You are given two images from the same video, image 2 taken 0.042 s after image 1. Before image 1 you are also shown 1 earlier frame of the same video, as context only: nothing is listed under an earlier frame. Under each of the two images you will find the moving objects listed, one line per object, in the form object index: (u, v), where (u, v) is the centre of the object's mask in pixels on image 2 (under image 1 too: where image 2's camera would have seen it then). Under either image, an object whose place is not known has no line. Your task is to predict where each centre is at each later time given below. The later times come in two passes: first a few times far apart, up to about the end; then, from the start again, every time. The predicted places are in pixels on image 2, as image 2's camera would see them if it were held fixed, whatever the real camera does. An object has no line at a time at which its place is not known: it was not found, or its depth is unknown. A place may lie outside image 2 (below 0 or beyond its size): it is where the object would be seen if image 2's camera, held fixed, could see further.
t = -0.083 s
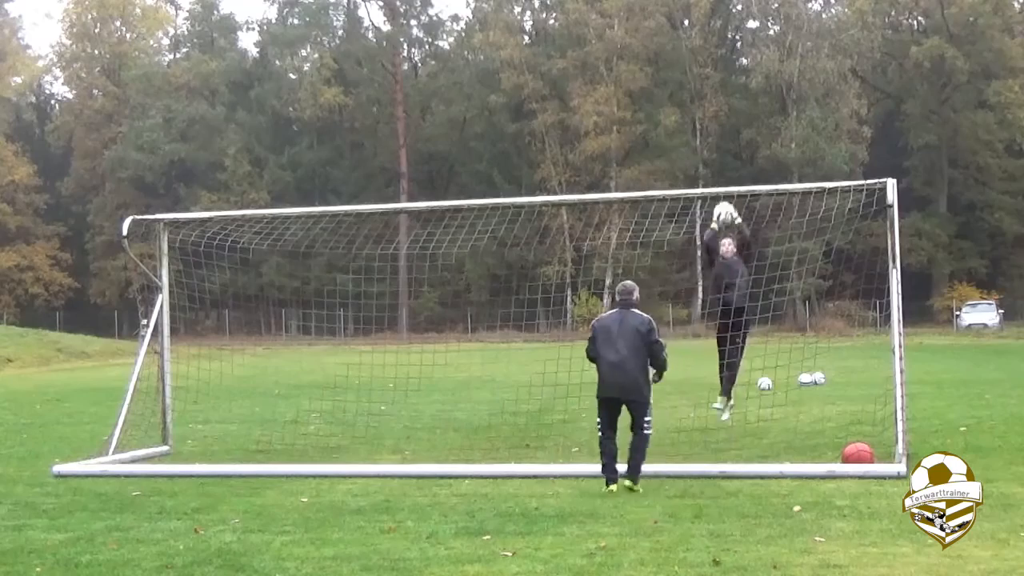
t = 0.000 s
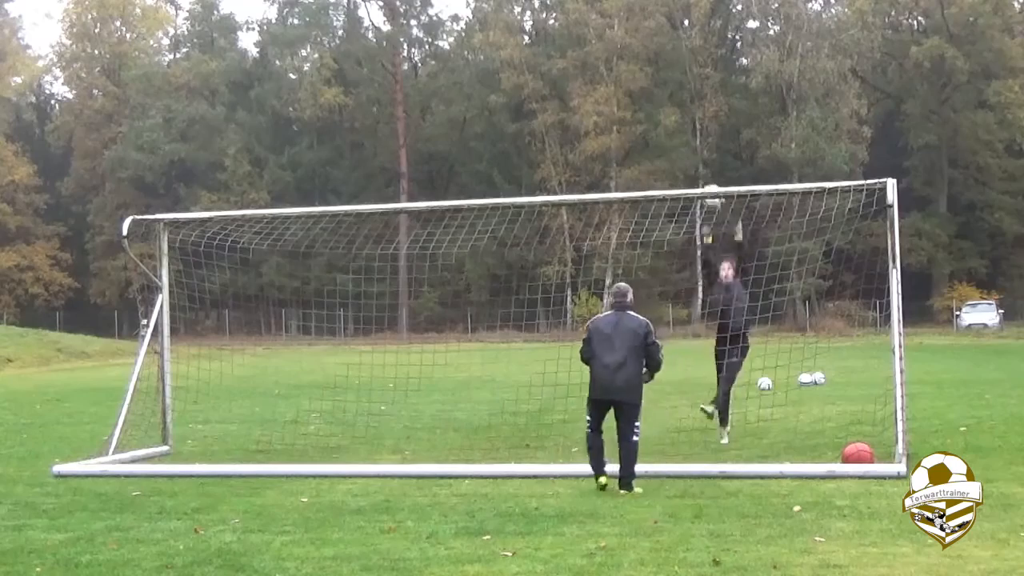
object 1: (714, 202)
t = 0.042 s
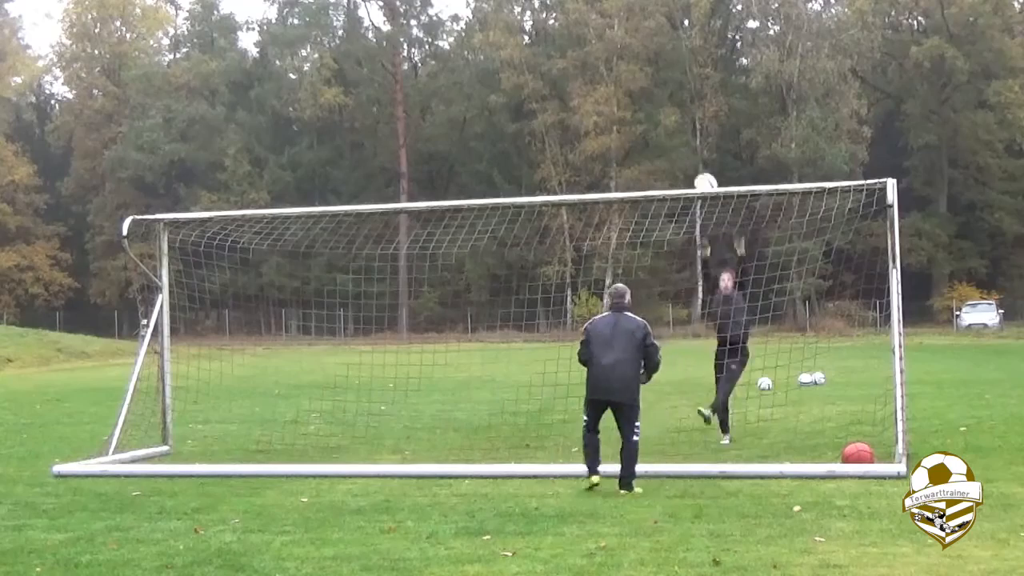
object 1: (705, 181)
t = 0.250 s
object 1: (670, 151)
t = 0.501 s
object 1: (626, 158)
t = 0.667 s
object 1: (595, 199)
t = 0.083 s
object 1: (699, 174)
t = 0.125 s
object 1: (691, 167)
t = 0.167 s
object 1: (684, 160)
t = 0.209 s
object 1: (678, 154)
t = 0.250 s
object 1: (670, 151)
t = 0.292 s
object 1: (663, 148)
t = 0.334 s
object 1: (656, 147)
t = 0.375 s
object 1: (648, 147)
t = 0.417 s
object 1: (641, 149)
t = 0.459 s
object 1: (633, 152)
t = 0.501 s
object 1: (626, 158)
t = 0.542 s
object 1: (618, 166)
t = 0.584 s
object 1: (611, 176)
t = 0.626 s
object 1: (603, 185)
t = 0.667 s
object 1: (595, 199)
